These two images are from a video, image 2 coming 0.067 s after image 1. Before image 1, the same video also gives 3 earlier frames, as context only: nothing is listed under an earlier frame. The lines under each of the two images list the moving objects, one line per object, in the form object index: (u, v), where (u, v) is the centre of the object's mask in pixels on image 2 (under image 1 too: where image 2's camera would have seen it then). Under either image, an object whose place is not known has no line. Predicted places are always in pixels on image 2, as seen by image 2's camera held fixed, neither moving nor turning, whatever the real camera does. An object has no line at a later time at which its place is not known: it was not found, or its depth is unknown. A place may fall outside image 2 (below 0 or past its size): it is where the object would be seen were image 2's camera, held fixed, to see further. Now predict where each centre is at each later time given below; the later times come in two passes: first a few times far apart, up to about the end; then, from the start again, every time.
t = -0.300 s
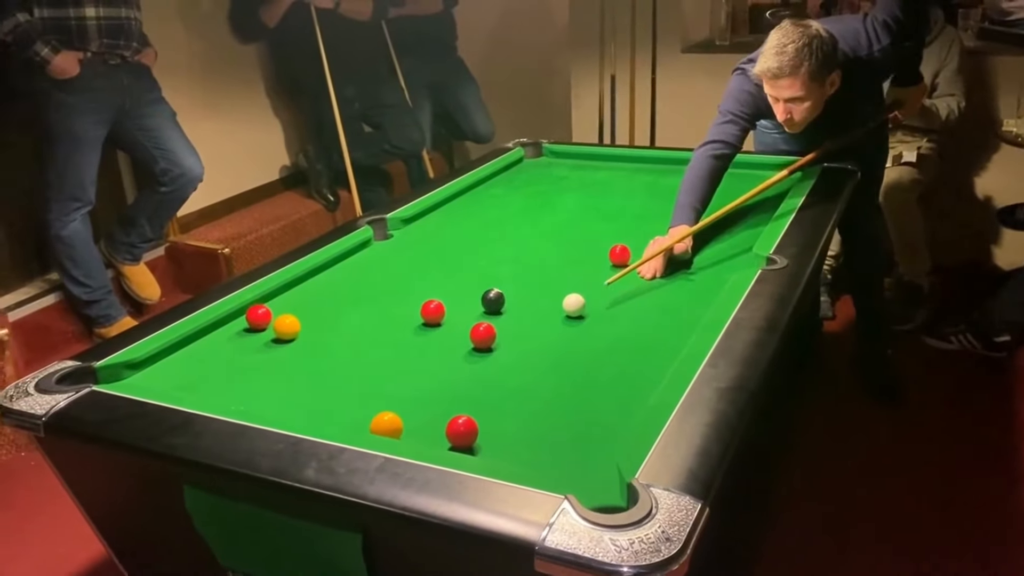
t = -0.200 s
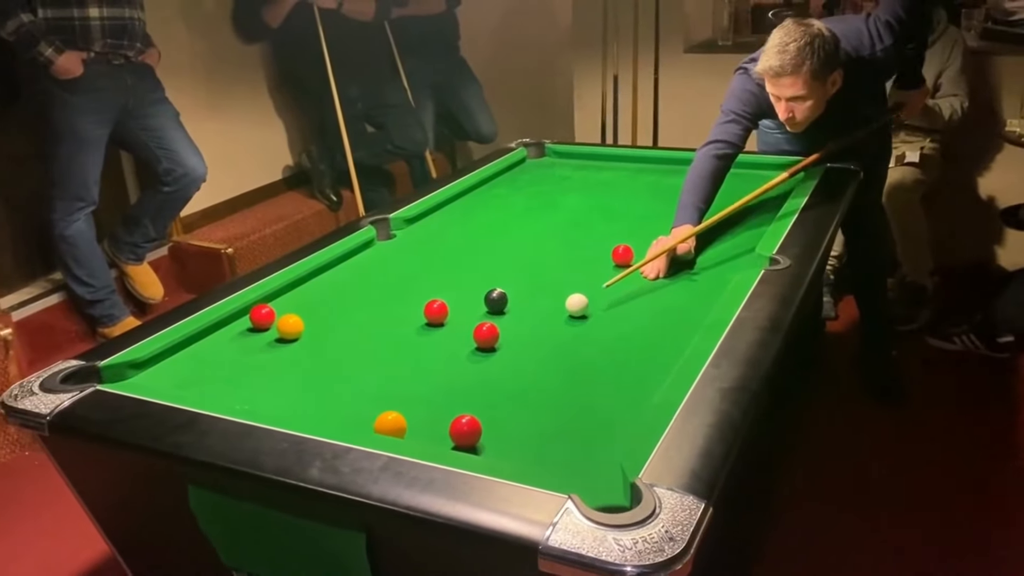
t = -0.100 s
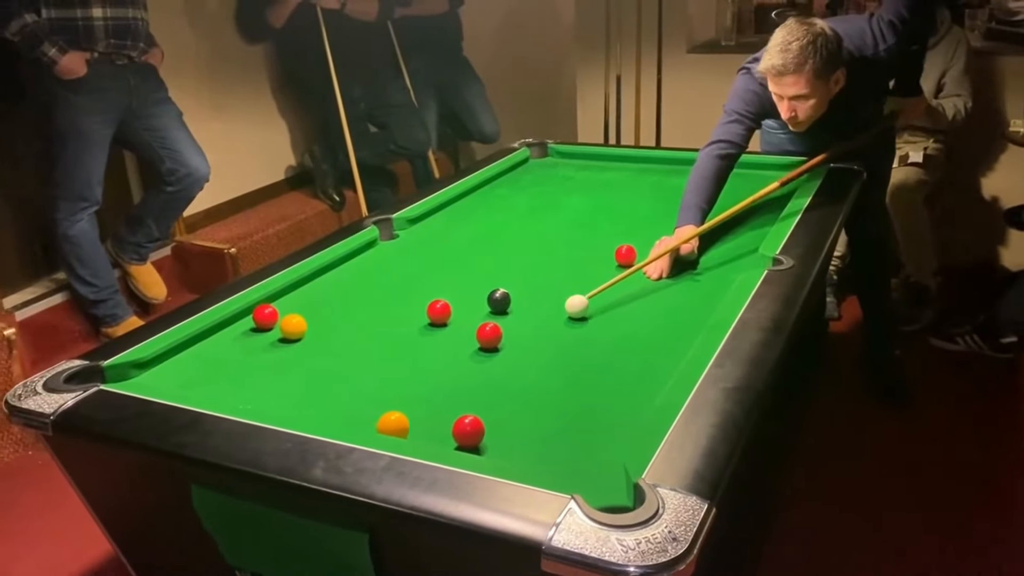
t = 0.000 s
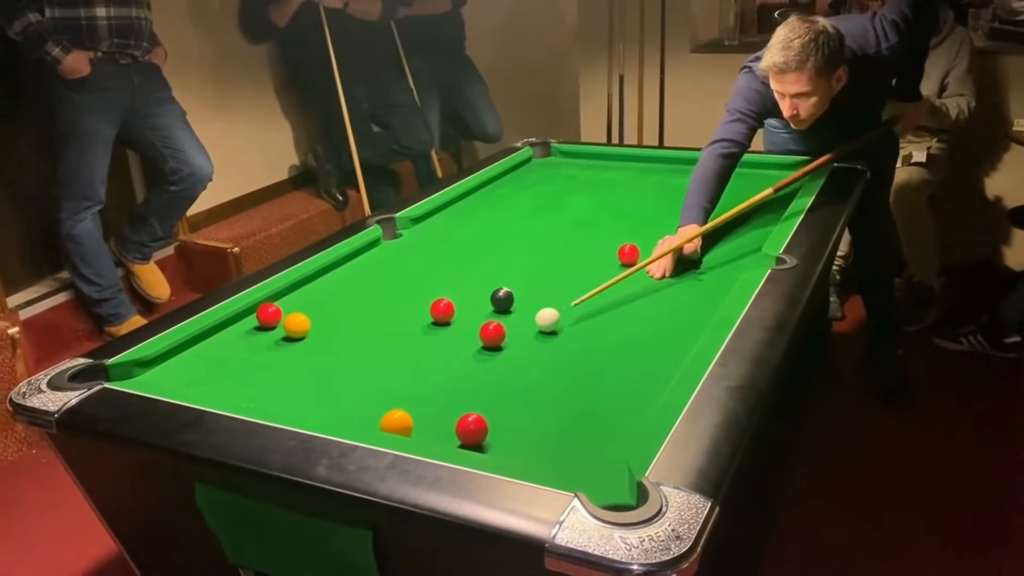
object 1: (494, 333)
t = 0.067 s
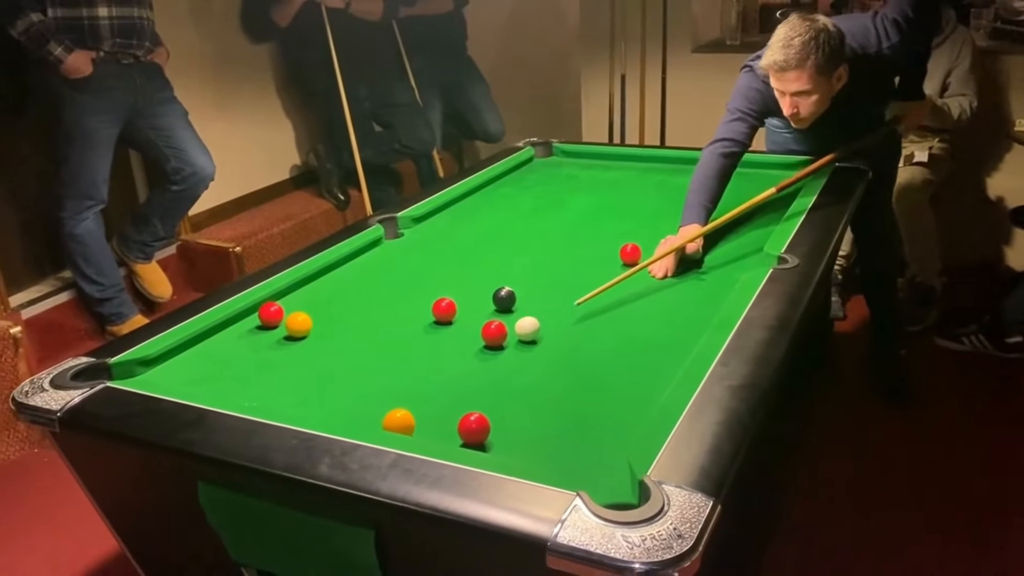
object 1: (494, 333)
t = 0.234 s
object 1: (459, 336)
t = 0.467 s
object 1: (412, 342)
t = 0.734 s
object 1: (361, 347)
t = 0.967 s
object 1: (320, 351)
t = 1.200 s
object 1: (283, 355)
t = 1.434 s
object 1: (249, 358)
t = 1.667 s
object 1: (220, 362)
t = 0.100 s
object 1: (490, 334)
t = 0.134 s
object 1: (481, 334)
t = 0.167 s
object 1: (473, 335)
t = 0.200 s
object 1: (466, 336)
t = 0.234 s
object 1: (459, 336)
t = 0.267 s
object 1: (452, 337)
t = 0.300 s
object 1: (445, 338)
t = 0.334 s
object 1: (439, 339)
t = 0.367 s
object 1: (432, 339)
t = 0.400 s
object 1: (425, 340)
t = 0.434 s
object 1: (418, 341)
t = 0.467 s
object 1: (412, 342)
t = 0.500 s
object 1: (405, 342)
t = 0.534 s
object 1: (399, 343)
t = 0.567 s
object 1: (392, 344)
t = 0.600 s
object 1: (386, 344)
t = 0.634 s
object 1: (380, 345)
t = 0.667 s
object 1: (373, 346)
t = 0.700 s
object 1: (367, 346)
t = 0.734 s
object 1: (361, 347)
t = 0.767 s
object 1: (355, 347)
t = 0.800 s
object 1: (349, 348)
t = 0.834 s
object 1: (343, 348)
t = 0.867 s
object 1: (337, 350)
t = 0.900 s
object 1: (331, 350)
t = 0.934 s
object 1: (326, 351)
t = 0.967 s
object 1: (320, 351)
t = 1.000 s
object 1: (314, 352)
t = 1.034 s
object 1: (309, 352)
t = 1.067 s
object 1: (304, 353)
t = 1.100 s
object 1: (298, 353)
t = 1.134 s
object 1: (293, 354)
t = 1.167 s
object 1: (288, 355)
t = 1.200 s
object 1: (283, 355)
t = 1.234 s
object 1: (278, 356)
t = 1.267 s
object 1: (273, 356)
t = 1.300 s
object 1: (268, 357)
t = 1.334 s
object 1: (263, 357)
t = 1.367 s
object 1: (259, 357)
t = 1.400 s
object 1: (254, 358)
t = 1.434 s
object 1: (249, 358)
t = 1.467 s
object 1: (245, 359)
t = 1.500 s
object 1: (241, 359)
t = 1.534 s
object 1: (236, 360)
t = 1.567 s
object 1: (232, 360)
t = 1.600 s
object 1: (228, 361)
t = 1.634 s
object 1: (224, 361)
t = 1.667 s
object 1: (220, 362)
